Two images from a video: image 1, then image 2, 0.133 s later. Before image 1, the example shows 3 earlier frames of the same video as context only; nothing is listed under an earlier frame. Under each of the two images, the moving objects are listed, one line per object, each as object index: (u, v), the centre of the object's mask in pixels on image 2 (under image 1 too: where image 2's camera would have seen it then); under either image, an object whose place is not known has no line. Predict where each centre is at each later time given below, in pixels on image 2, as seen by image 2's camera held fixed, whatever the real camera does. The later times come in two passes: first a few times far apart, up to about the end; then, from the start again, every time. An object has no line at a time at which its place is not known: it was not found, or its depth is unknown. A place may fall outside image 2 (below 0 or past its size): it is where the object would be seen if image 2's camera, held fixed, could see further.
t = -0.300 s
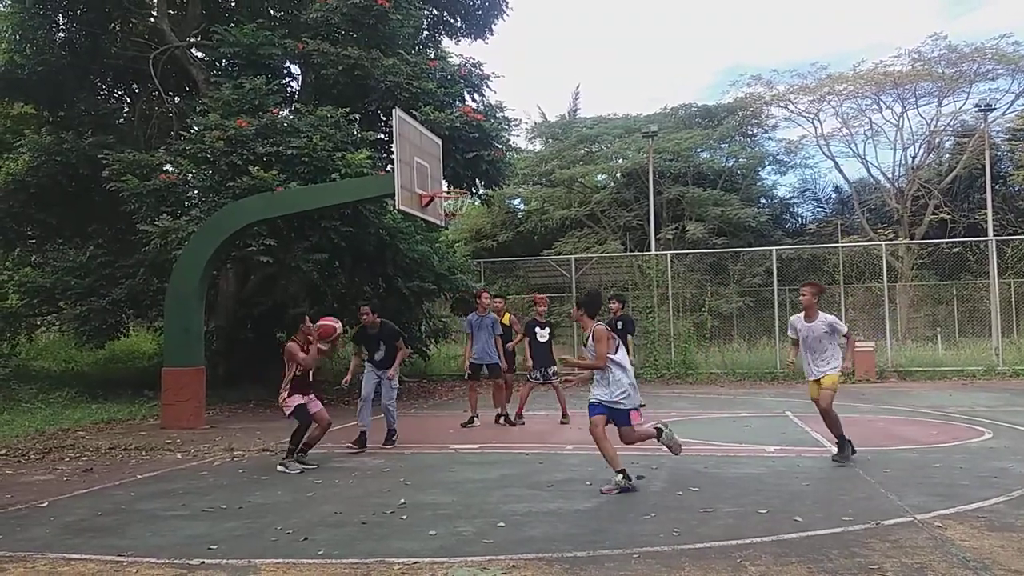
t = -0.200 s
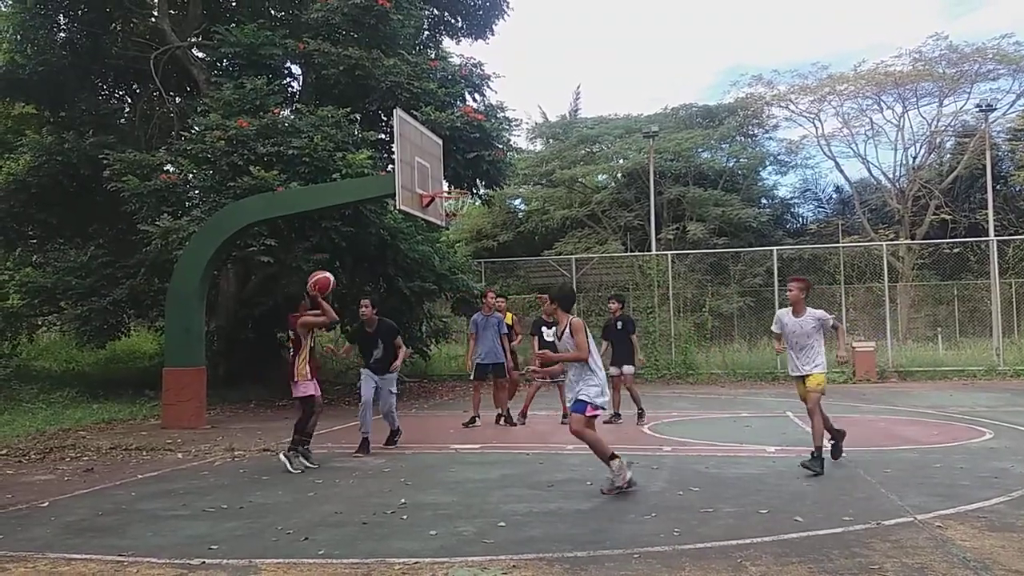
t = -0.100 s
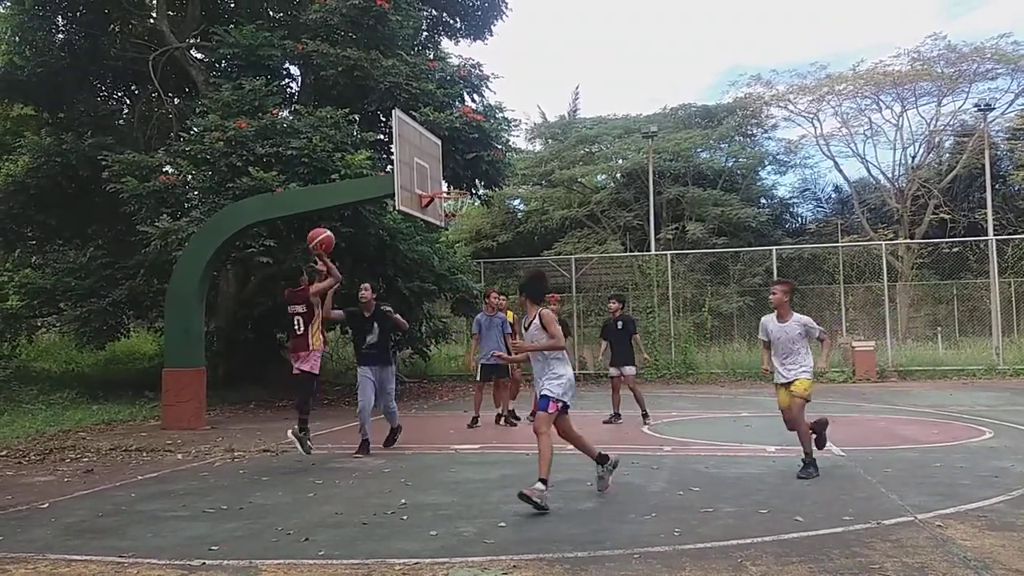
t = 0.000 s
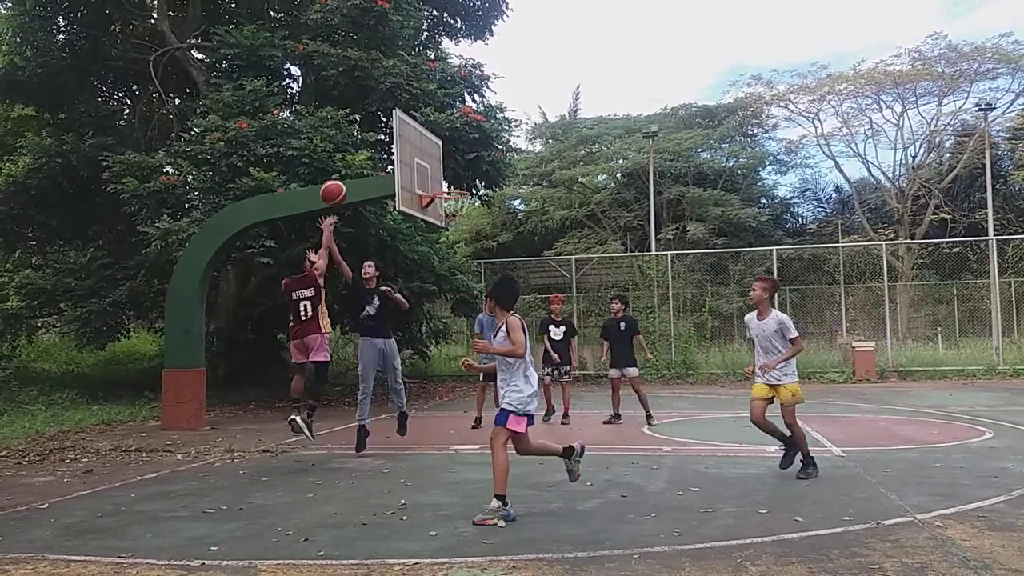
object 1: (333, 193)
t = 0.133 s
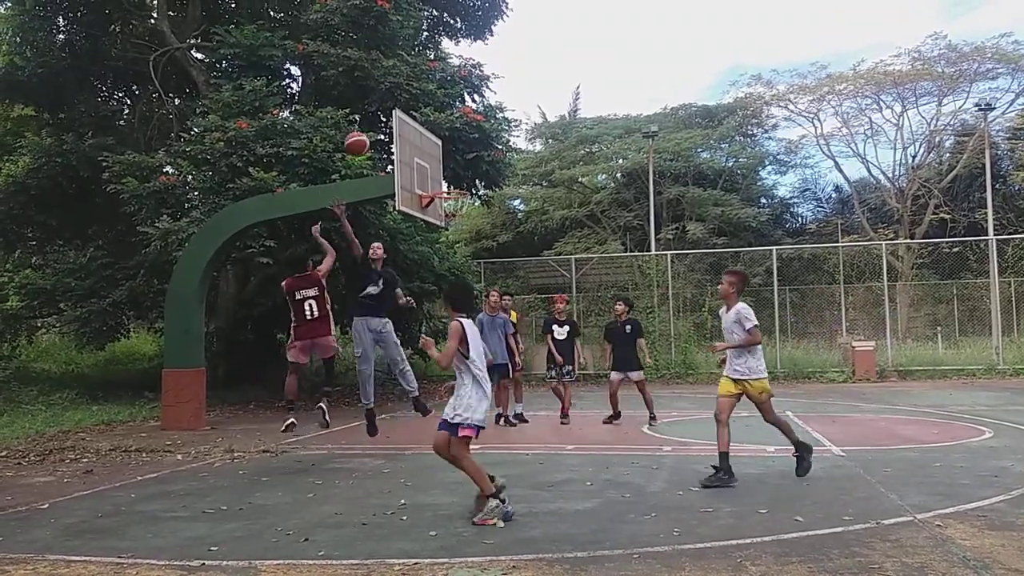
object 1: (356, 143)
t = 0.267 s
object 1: (378, 117)
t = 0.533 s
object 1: (413, 113)
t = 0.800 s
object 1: (447, 166)
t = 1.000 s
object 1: (448, 223)
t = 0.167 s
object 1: (362, 136)
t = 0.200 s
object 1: (367, 128)
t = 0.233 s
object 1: (372, 121)
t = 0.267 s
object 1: (378, 117)
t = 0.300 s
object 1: (383, 113)
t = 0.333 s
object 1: (387, 111)
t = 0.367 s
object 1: (392, 108)
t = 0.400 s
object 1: (397, 107)
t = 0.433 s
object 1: (402, 107)
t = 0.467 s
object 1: (407, 109)
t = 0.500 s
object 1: (411, 111)
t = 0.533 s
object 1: (413, 113)
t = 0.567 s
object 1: (419, 118)
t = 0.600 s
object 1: (424, 122)
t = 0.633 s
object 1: (428, 128)
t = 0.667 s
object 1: (432, 134)
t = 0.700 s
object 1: (436, 141)
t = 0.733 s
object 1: (440, 149)
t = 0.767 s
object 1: (444, 157)
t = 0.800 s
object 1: (447, 166)
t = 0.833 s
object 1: (451, 174)
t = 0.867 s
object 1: (454, 184)
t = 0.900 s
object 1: (458, 196)
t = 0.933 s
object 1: (454, 206)
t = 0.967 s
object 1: (451, 214)
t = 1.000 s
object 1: (448, 223)
